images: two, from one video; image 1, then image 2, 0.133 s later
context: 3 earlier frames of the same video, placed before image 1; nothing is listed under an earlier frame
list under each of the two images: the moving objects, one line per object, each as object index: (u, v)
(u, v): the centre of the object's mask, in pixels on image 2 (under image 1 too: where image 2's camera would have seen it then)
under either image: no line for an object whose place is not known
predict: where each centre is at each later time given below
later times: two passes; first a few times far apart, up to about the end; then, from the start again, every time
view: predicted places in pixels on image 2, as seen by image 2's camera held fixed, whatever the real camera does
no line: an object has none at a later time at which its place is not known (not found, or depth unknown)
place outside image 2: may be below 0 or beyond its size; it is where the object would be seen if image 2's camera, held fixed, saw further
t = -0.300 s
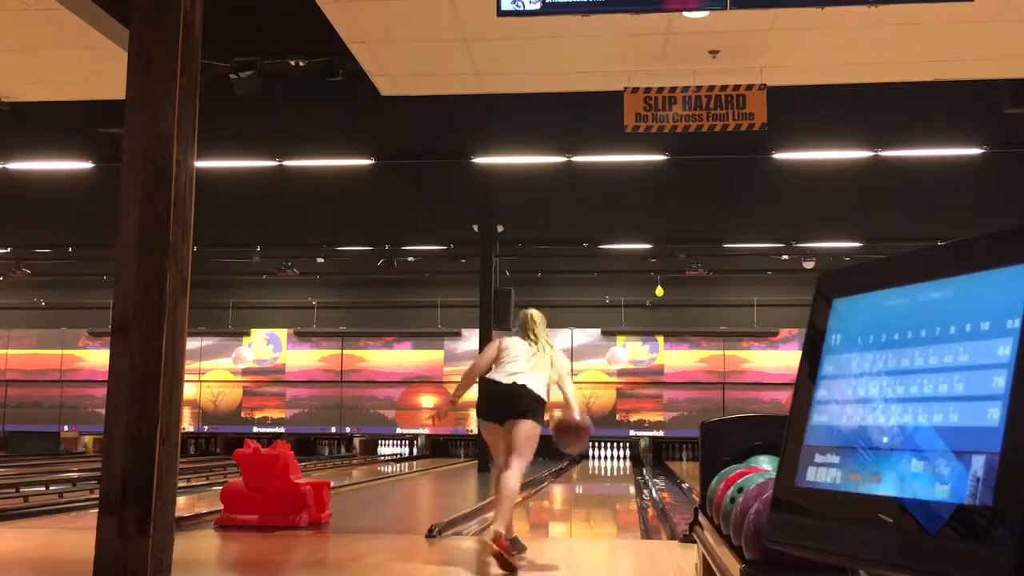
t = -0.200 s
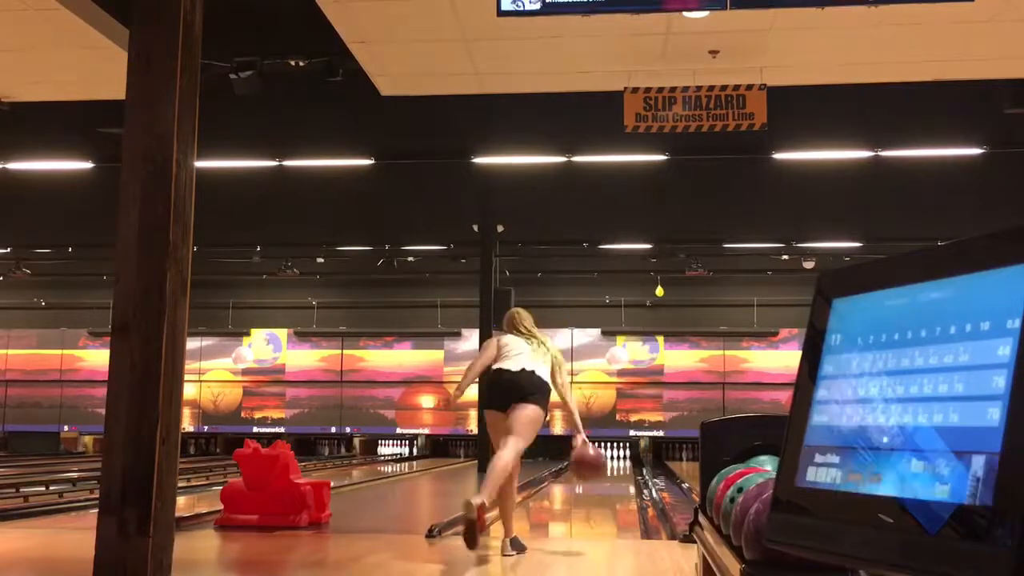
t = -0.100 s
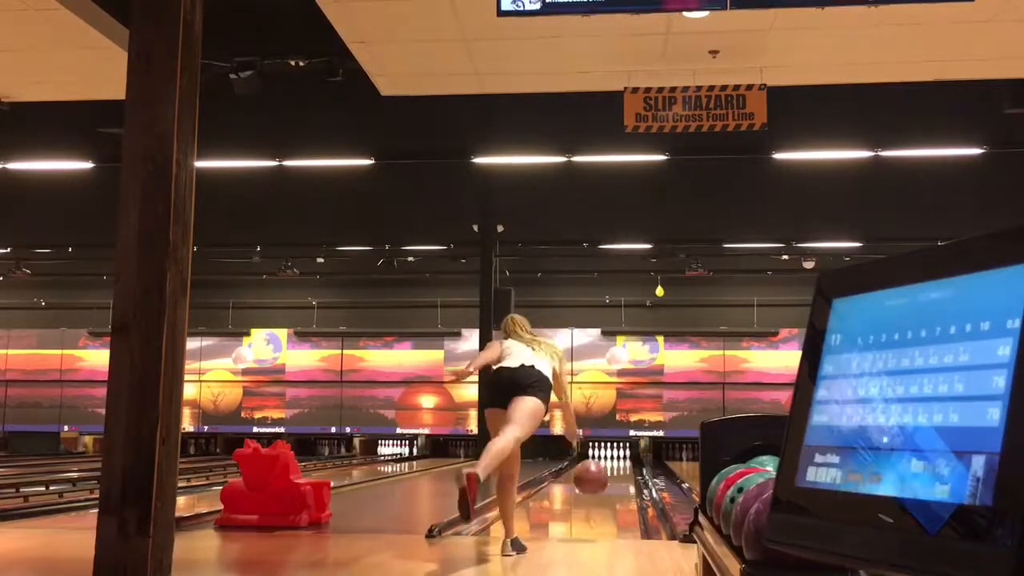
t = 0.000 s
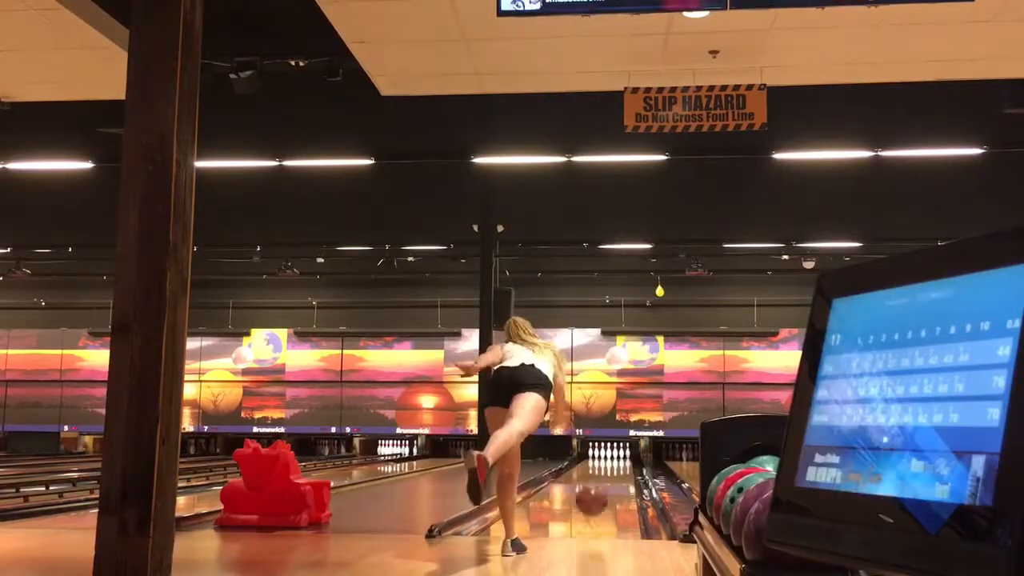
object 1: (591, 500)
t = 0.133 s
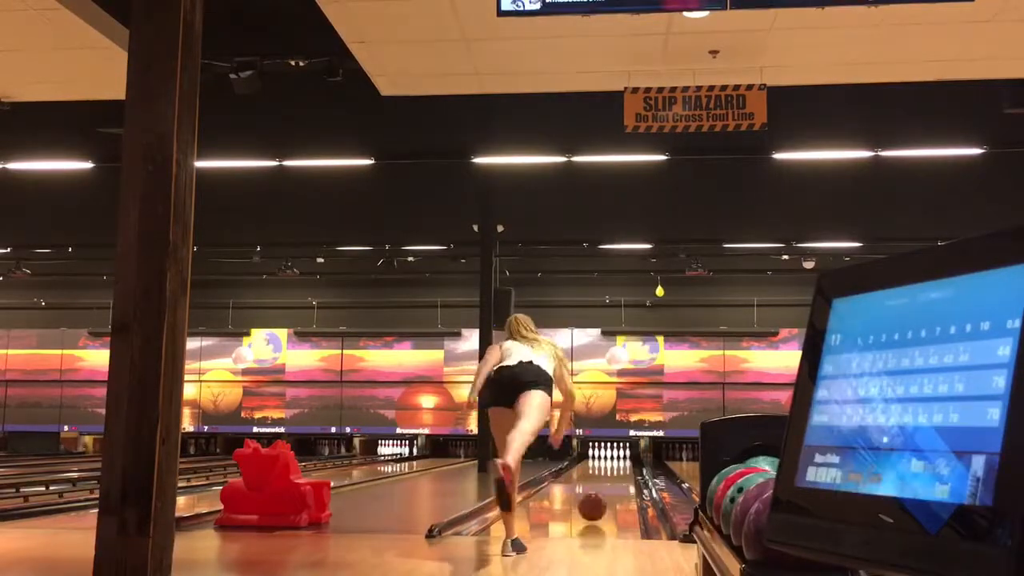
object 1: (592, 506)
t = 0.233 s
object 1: (592, 502)
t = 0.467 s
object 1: (593, 492)
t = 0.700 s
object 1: (594, 485)
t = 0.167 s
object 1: (592, 506)
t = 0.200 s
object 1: (592, 504)
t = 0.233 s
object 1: (592, 502)
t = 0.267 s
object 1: (592, 501)
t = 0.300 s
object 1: (592, 499)
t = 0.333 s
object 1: (592, 498)
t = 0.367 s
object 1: (593, 496)
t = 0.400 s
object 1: (593, 495)
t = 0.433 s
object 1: (593, 494)
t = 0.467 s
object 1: (593, 492)
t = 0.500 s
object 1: (593, 491)
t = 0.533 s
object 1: (593, 490)
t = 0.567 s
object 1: (593, 489)
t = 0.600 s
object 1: (593, 488)
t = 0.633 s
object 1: (593, 487)
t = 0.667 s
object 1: (594, 486)
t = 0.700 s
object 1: (594, 485)
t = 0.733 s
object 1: (593, 483)
